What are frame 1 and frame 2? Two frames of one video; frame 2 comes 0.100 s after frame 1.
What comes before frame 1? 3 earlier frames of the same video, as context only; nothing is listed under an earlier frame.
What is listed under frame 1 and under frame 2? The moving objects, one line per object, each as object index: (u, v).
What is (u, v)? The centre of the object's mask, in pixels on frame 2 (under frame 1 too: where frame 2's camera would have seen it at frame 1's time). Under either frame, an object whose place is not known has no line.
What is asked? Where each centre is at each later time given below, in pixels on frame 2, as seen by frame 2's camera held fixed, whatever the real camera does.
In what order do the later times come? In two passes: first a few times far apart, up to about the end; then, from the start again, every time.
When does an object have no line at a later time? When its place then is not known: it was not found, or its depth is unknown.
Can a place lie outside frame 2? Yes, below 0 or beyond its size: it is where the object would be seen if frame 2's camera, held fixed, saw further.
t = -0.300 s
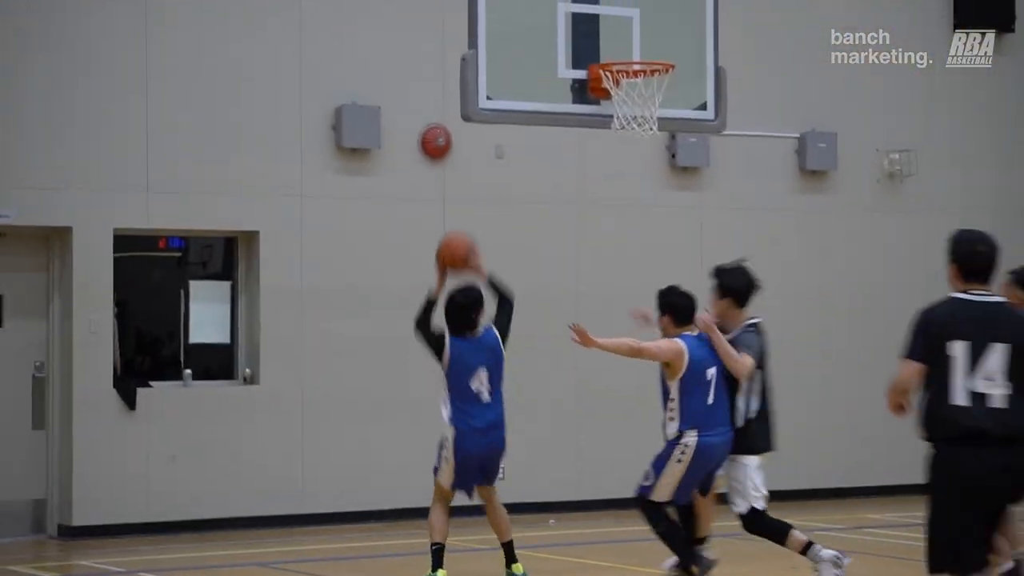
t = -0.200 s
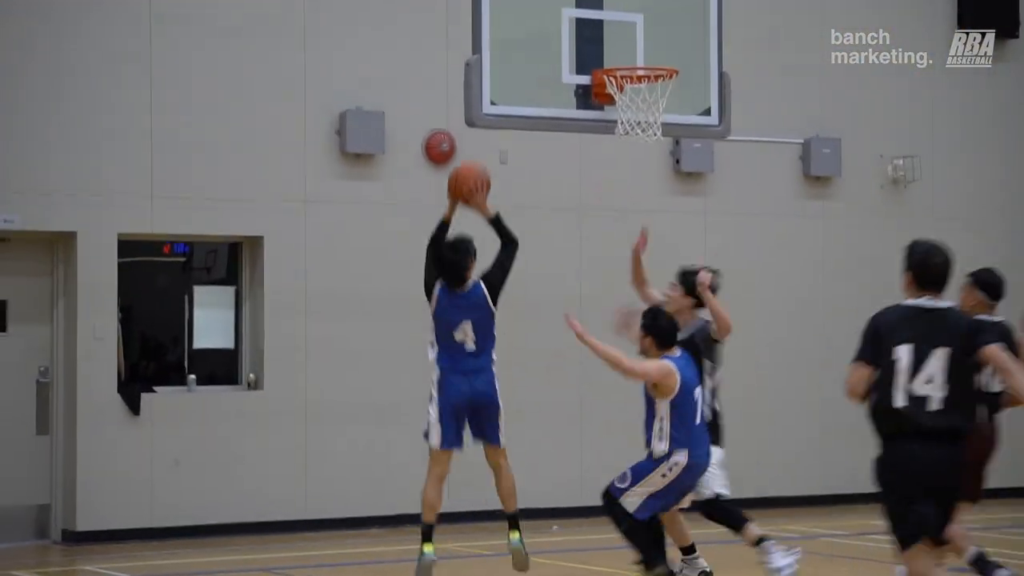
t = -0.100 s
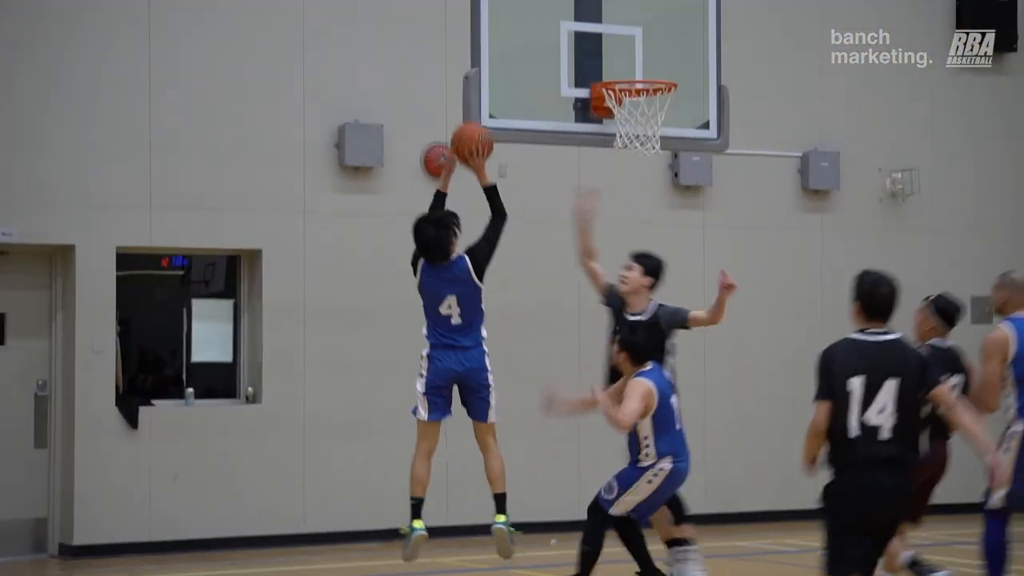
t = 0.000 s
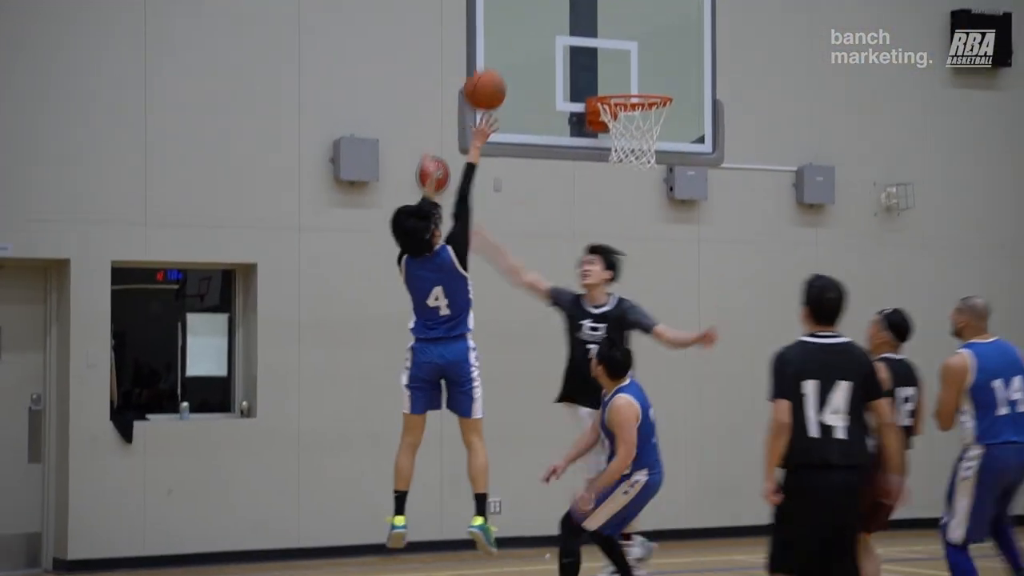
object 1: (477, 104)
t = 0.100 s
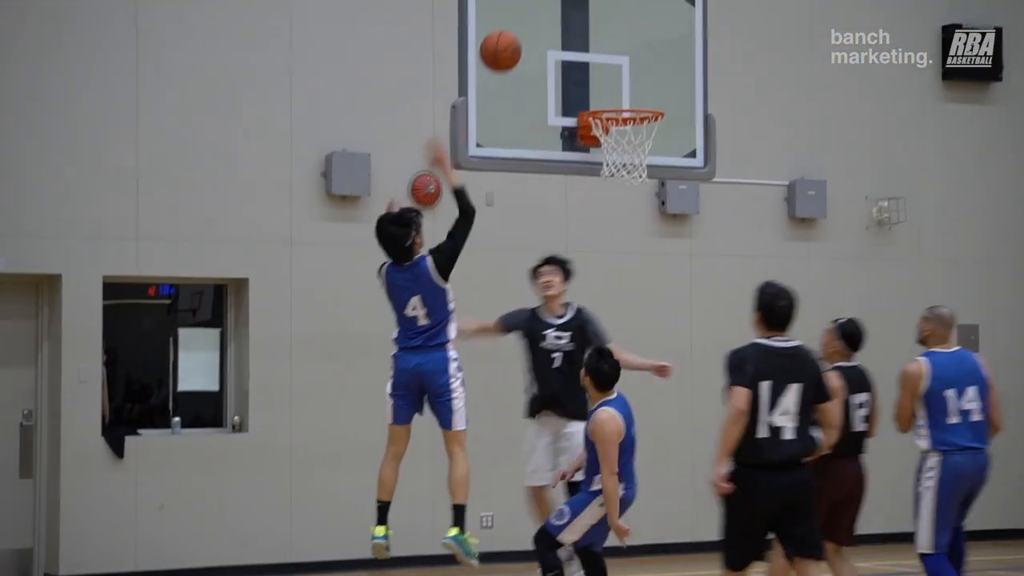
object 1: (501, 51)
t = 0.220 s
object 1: (529, 10)
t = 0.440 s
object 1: (578, 1)
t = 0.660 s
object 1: (625, 67)
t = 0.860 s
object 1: (656, 76)
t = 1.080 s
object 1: (702, 87)
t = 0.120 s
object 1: (505, 42)
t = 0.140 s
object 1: (510, 34)
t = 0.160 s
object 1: (515, 27)
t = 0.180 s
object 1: (519, 21)
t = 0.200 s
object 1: (524, 15)
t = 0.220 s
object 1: (529, 10)
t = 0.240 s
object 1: (533, 6)
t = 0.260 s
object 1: (538, 3)
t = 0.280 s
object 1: (542, 1)
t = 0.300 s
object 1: (547, 0)
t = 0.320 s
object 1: (551, 0)
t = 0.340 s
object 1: (556, -1)
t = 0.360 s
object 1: (560, -1)
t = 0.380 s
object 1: (565, -1)
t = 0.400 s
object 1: (569, 0)
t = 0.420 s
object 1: (573, 0)
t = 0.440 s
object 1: (578, 1)
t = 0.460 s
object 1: (583, 4)
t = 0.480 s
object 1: (587, 7)
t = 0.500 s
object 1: (590, 12)
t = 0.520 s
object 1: (595, 16)
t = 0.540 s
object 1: (599, 22)
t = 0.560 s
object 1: (603, 28)
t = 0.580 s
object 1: (607, 34)
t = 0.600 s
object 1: (612, 41)
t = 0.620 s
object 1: (616, 49)
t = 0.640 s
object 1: (620, 58)
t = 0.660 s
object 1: (625, 67)
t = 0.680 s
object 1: (628, 77)
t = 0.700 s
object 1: (632, 87)
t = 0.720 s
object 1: (636, 94)
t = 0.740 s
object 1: (639, 94)
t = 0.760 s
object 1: (641, 91)
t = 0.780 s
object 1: (644, 88)
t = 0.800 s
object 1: (646, 85)
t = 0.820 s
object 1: (649, 82)
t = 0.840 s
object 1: (652, 79)
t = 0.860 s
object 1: (656, 76)
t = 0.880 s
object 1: (660, 74)
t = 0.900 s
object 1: (664, 72)
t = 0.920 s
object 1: (668, 72)
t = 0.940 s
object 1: (673, 71)
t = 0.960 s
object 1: (677, 72)
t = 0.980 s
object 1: (680, 73)
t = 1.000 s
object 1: (684, 75)
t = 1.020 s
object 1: (688, 77)
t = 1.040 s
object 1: (693, 80)
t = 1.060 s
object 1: (697, 83)
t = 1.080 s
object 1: (702, 87)
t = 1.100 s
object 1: (706, 92)
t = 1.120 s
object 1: (710, 98)
